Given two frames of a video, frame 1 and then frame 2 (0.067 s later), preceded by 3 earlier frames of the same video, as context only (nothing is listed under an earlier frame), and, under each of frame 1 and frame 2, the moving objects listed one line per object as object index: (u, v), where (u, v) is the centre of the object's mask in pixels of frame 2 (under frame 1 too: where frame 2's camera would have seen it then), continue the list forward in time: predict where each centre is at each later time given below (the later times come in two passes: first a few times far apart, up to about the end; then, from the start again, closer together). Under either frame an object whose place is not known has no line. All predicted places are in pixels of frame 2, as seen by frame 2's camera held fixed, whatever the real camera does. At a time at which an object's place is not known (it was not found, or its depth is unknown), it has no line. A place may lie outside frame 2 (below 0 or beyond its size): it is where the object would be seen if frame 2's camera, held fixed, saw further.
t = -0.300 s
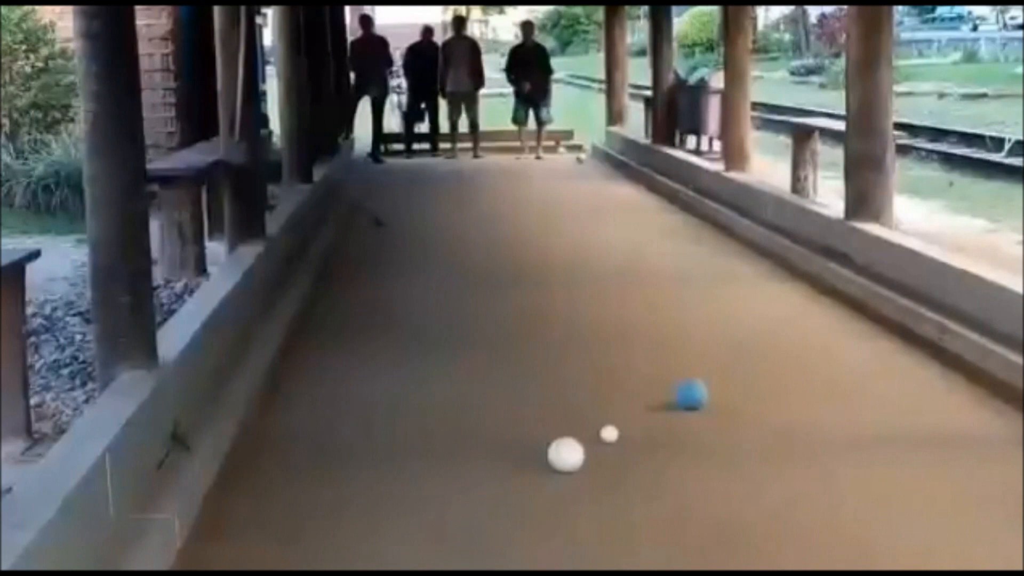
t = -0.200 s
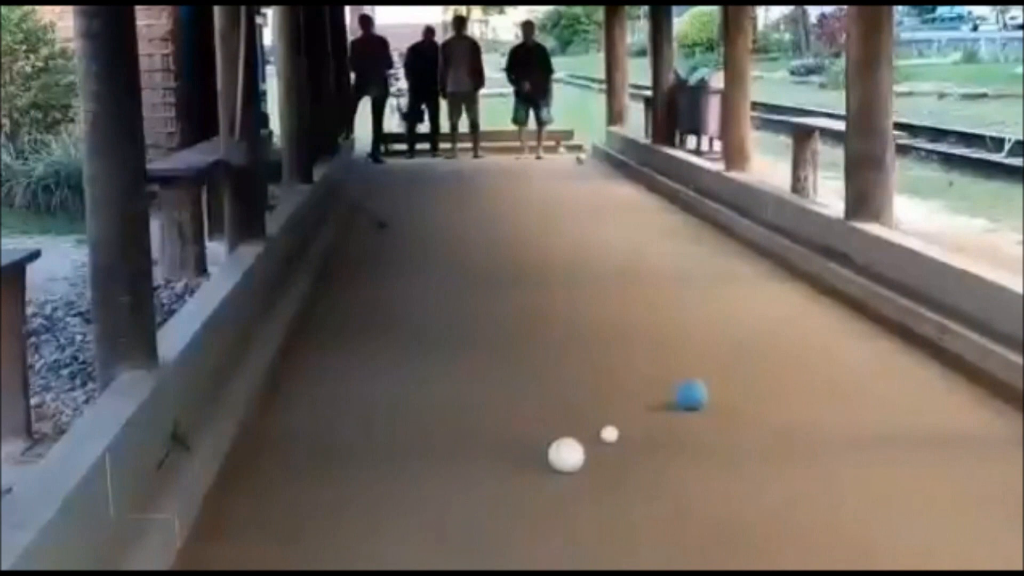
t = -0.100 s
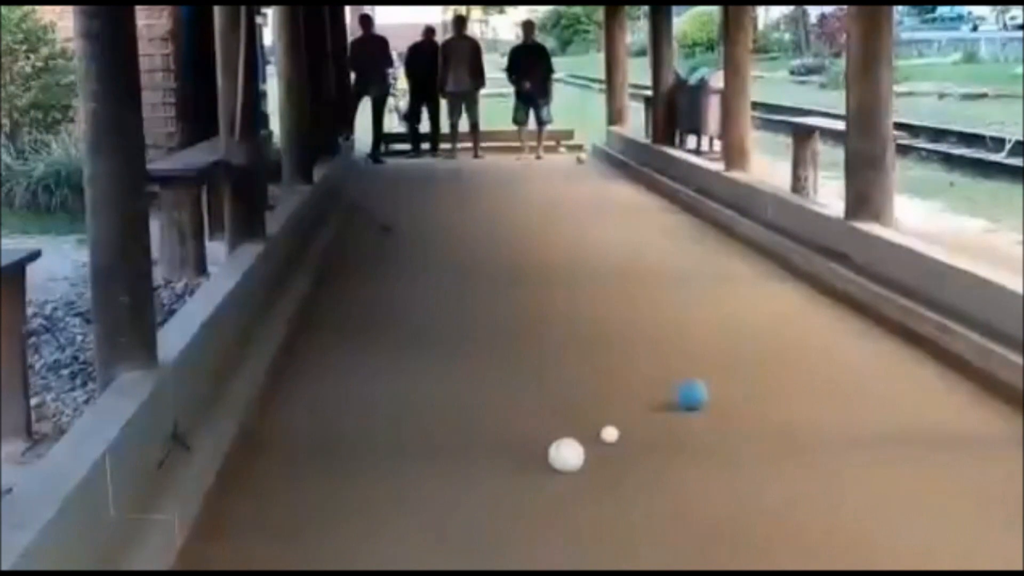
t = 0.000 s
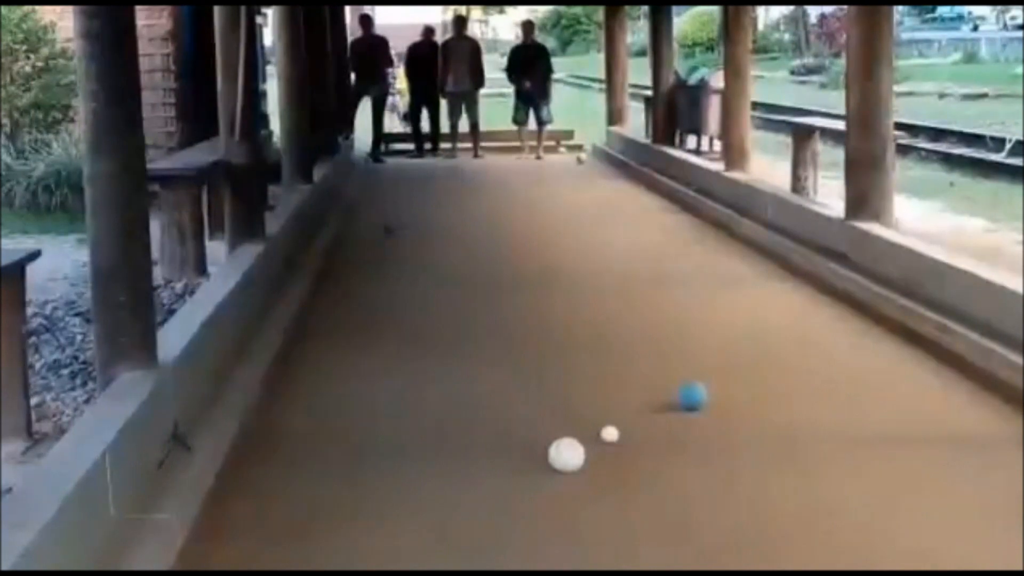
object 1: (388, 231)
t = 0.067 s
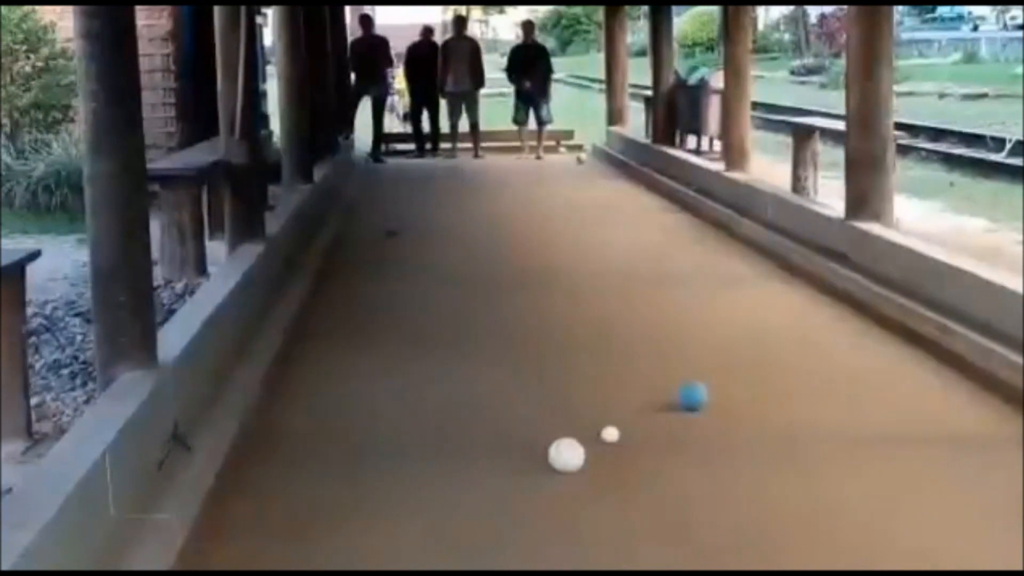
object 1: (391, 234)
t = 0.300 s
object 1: (398, 239)
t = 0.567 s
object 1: (411, 248)
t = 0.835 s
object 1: (424, 257)
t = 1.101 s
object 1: (440, 268)
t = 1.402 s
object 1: (457, 277)
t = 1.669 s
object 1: (471, 287)
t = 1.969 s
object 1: (487, 297)
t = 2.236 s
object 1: (501, 307)
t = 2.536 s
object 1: (523, 325)
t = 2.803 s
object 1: (539, 336)
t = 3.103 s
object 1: (563, 353)
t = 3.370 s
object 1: (582, 368)
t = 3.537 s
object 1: (598, 378)
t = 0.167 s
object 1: (395, 237)
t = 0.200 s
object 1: (396, 236)
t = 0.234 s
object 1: (396, 236)
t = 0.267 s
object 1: (398, 238)
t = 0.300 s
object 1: (398, 239)
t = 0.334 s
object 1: (400, 239)
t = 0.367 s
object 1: (401, 240)
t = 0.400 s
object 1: (402, 241)
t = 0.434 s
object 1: (403, 242)
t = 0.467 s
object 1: (406, 242)
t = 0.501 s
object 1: (406, 243)
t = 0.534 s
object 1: (408, 244)
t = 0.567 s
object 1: (411, 248)
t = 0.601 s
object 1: (412, 248)
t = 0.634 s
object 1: (413, 250)
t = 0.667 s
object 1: (414, 250)
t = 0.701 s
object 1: (418, 252)
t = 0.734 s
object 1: (422, 250)
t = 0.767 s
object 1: (423, 252)
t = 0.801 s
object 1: (423, 255)
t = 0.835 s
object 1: (424, 257)
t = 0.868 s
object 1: (424, 257)
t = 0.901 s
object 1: (425, 257)
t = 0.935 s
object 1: (425, 257)
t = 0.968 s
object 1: (427, 258)
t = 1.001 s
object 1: (435, 265)
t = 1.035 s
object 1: (436, 265)
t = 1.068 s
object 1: (437, 267)
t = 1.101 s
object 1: (440, 268)
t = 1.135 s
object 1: (442, 268)
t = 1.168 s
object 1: (443, 268)
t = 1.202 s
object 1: (445, 270)
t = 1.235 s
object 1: (447, 271)
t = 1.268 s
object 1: (450, 272)
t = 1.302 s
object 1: (451, 273)
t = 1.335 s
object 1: (453, 274)
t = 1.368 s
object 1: (455, 275)
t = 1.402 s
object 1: (457, 277)
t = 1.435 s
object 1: (460, 278)
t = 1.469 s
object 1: (463, 278)
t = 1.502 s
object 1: (462, 280)
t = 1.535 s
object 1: (464, 281)
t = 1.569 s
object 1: (464, 282)
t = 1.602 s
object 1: (466, 284)
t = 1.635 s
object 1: (470, 285)
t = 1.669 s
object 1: (471, 287)
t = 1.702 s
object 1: (474, 288)
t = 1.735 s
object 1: (475, 289)
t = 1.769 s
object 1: (476, 290)
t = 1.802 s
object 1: (479, 291)
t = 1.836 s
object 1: (479, 293)
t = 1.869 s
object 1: (481, 295)
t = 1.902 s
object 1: (482, 296)
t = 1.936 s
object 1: (486, 297)
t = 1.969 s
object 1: (487, 297)
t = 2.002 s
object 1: (488, 298)
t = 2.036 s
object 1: (489, 299)
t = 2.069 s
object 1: (491, 300)
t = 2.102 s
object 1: (494, 301)
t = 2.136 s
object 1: (495, 301)
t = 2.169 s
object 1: (499, 305)
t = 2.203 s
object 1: (499, 305)
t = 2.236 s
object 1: (501, 307)
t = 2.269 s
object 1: (505, 310)
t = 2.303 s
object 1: (507, 312)
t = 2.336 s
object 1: (508, 314)
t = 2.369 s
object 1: (510, 315)
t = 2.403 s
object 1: (513, 316)
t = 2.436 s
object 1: (514, 318)
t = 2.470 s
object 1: (515, 321)
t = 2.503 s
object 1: (519, 322)
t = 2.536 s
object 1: (523, 325)
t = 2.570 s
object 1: (525, 325)
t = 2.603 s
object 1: (526, 327)
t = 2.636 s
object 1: (531, 329)
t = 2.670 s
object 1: (532, 330)
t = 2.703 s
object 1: (535, 332)
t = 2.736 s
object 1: (536, 333)
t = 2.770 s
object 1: (538, 335)
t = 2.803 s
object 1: (539, 336)
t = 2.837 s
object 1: (543, 339)
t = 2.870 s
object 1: (546, 342)
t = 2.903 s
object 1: (547, 343)
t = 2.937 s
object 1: (549, 345)
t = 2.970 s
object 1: (552, 347)
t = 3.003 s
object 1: (554, 347)
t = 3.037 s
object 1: (559, 351)
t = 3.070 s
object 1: (560, 352)
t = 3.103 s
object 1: (563, 353)
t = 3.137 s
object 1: (565, 355)
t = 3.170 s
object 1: (567, 357)
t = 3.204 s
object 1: (570, 358)
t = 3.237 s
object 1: (572, 359)
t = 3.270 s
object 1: (574, 361)
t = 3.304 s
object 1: (576, 362)
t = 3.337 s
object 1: (580, 366)
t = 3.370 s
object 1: (582, 368)
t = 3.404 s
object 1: (583, 369)
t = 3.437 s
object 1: (589, 373)
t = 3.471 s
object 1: (590, 374)
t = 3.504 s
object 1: (593, 376)
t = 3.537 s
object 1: (598, 378)
